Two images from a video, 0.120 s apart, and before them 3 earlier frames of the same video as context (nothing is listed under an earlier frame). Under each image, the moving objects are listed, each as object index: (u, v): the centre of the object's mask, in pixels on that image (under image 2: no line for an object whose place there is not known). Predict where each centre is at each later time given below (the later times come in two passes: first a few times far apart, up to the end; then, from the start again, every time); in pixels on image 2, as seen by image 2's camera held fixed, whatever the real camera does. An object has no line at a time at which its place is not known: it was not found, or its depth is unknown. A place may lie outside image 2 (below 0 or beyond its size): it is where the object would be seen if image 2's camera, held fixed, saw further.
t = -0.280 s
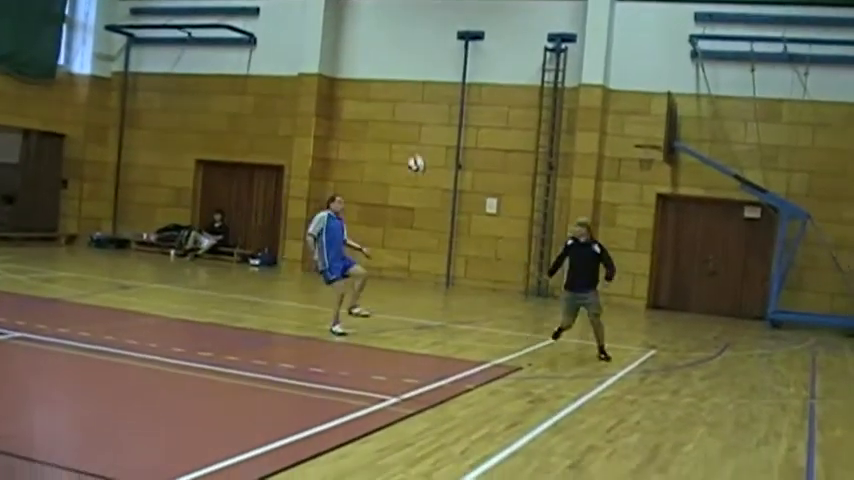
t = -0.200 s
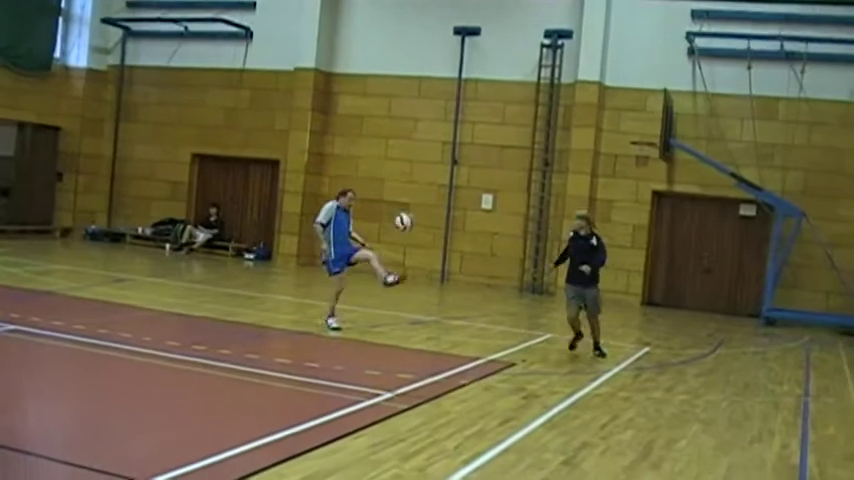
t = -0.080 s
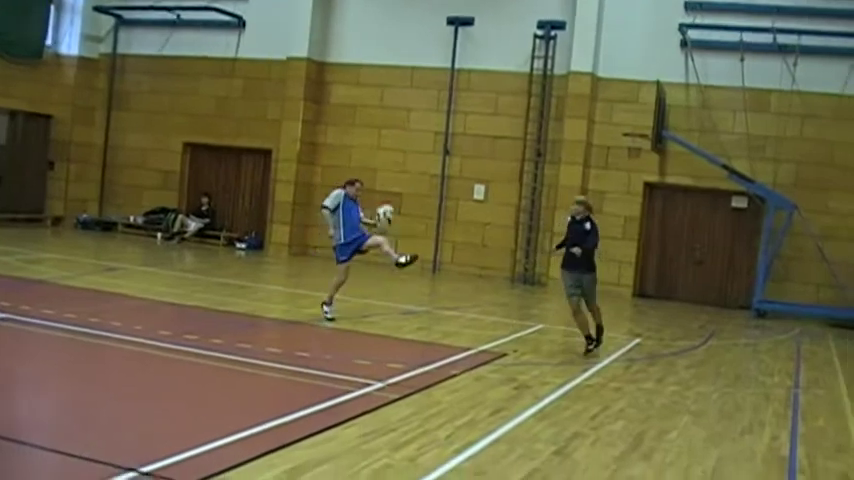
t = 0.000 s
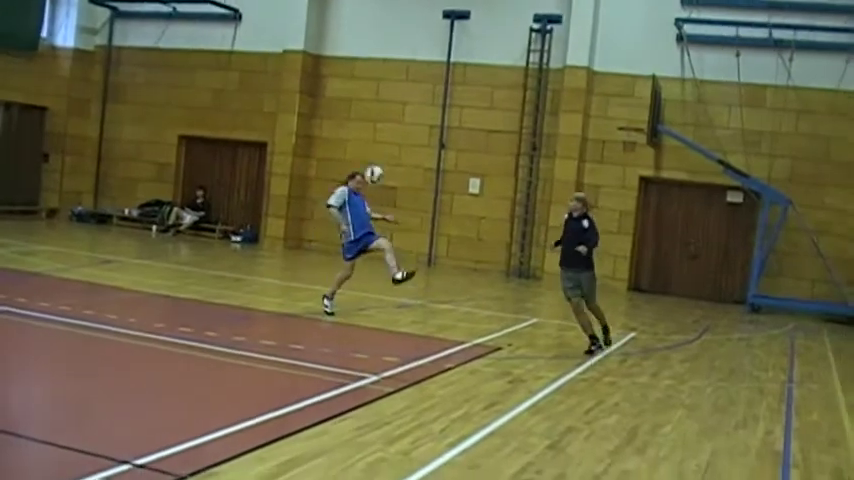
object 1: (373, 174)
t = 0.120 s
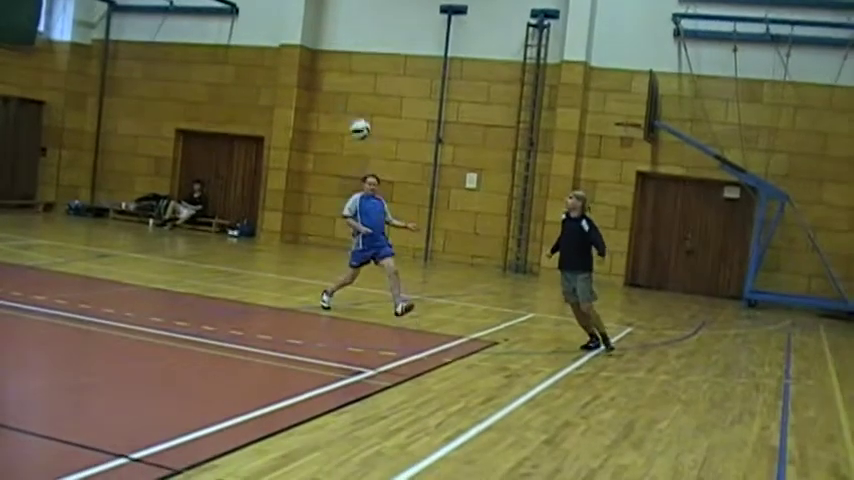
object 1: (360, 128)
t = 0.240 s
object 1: (344, 97)
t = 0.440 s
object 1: (315, 75)
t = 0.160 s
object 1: (354, 116)
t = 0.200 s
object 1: (348, 107)
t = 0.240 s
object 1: (344, 97)
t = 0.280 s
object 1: (338, 88)
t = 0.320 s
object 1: (332, 84)
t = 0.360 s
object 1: (326, 79)
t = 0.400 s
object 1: (321, 77)
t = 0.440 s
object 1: (315, 75)
